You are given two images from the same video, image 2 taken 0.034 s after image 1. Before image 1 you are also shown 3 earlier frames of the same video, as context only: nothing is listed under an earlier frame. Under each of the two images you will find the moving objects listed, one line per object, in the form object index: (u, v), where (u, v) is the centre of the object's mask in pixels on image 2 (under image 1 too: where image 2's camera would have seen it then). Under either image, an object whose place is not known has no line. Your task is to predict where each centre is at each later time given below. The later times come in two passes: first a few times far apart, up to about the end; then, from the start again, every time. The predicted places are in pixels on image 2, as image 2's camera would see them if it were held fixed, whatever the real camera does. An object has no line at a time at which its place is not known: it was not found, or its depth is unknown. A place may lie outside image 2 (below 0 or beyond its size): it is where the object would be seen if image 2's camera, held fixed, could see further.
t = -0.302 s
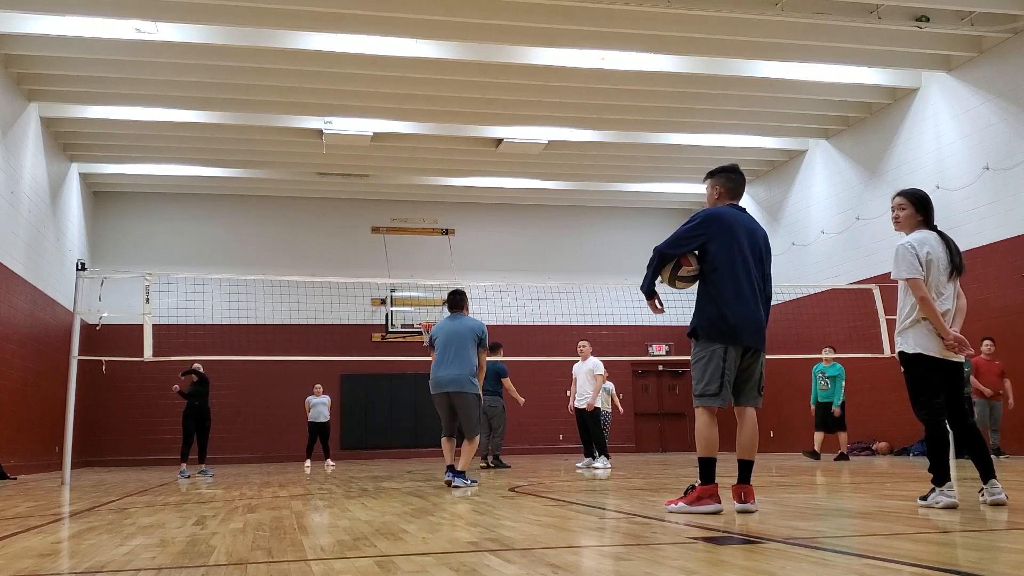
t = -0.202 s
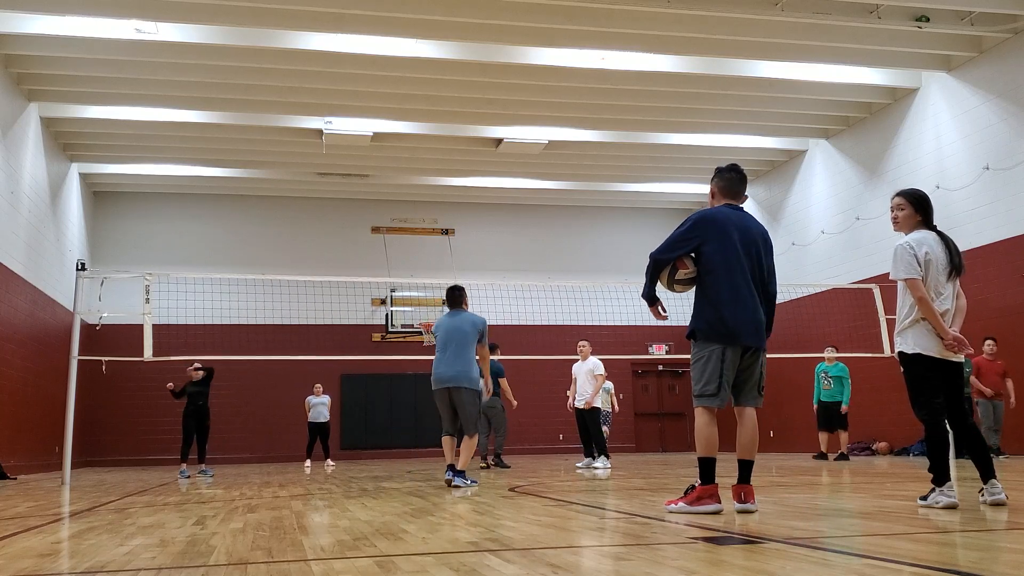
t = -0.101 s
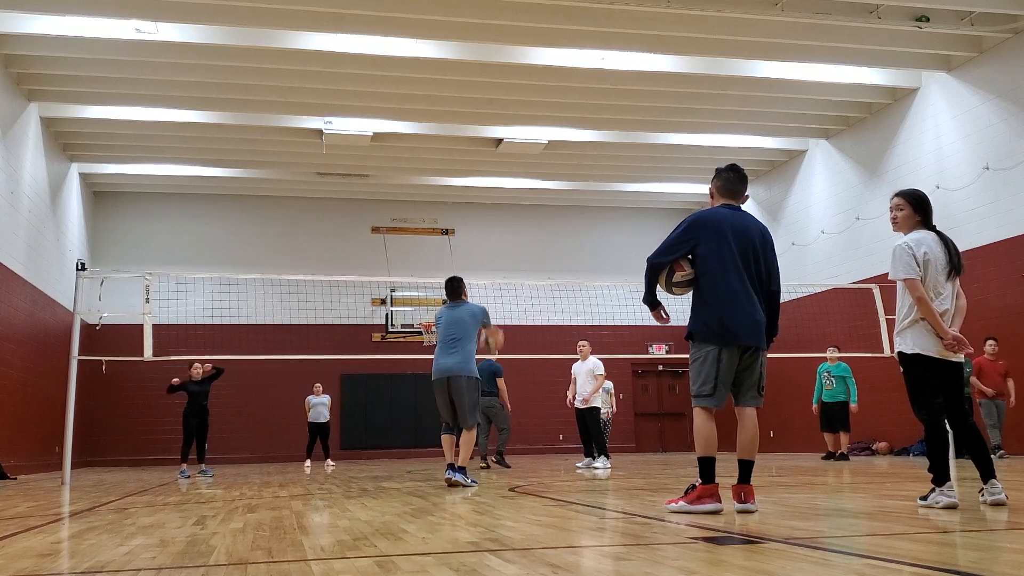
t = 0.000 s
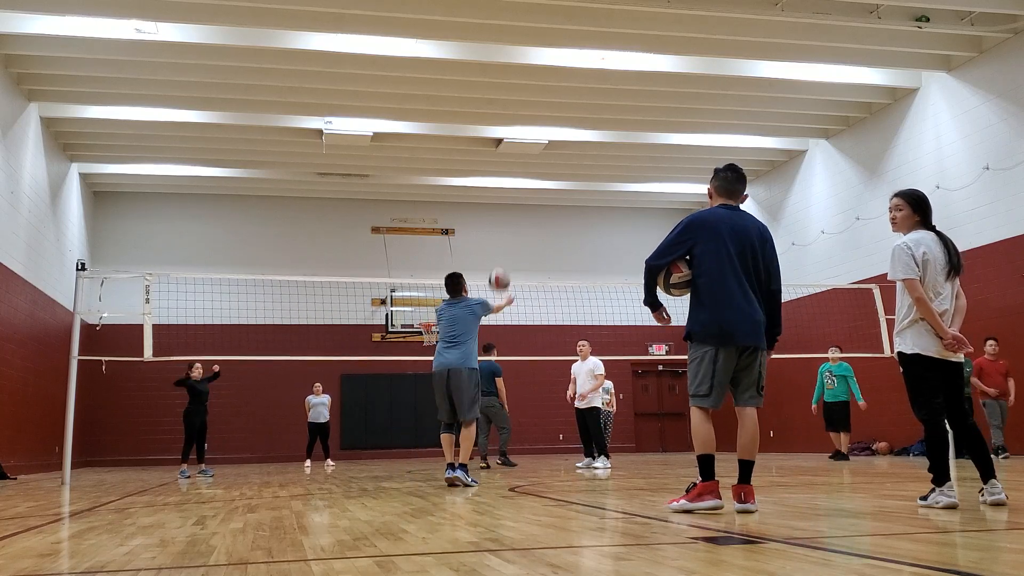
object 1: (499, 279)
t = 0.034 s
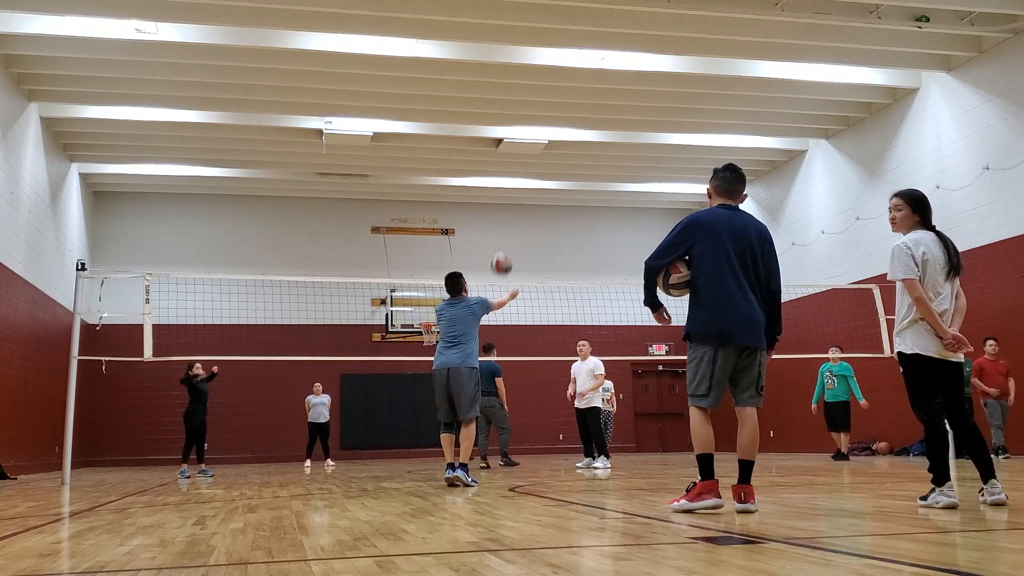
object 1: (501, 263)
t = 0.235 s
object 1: (516, 197)
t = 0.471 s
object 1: (531, 174)
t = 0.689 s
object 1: (545, 197)
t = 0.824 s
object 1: (553, 226)
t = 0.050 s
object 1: (503, 256)
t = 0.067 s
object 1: (505, 249)
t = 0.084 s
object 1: (506, 242)
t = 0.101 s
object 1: (507, 236)
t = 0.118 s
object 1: (508, 229)
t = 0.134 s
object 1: (509, 224)
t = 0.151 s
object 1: (511, 219)
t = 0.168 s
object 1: (512, 214)
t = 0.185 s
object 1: (512, 209)
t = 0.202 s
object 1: (513, 205)
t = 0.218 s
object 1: (515, 201)
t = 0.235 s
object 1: (516, 197)
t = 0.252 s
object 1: (517, 195)
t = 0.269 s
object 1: (518, 192)
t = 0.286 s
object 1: (519, 188)
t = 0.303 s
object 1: (520, 186)
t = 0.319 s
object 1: (522, 183)
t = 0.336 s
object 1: (523, 181)
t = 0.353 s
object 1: (524, 180)
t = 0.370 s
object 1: (525, 178)
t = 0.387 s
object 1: (526, 177)
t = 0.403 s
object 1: (527, 175)
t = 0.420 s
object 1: (528, 175)
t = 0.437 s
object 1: (529, 174)
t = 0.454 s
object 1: (530, 174)
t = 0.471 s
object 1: (531, 174)
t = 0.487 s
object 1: (532, 174)
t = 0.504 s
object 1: (533, 175)
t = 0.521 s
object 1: (534, 176)
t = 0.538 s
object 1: (535, 177)
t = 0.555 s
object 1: (536, 178)
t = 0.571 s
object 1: (537, 180)
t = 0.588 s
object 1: (538, 182)
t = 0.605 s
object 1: (539, 184)
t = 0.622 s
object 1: (540, 186)
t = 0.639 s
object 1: (542, 188)
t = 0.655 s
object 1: (543, 191)
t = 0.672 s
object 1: (544, 194)
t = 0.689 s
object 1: (545, 197)
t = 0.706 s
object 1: (546, 199)
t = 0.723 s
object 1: (546, 202)
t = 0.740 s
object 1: (548, 206)
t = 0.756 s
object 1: (549, 209)
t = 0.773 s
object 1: (550, 213)
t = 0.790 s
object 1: (551, 218)
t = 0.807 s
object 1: (552, 222)
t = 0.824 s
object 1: (553, 226)
